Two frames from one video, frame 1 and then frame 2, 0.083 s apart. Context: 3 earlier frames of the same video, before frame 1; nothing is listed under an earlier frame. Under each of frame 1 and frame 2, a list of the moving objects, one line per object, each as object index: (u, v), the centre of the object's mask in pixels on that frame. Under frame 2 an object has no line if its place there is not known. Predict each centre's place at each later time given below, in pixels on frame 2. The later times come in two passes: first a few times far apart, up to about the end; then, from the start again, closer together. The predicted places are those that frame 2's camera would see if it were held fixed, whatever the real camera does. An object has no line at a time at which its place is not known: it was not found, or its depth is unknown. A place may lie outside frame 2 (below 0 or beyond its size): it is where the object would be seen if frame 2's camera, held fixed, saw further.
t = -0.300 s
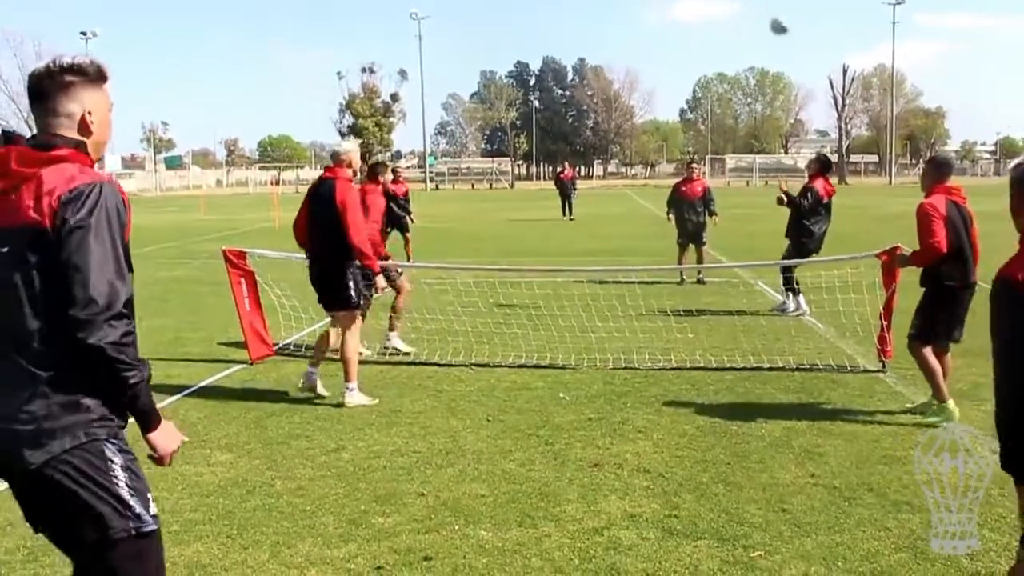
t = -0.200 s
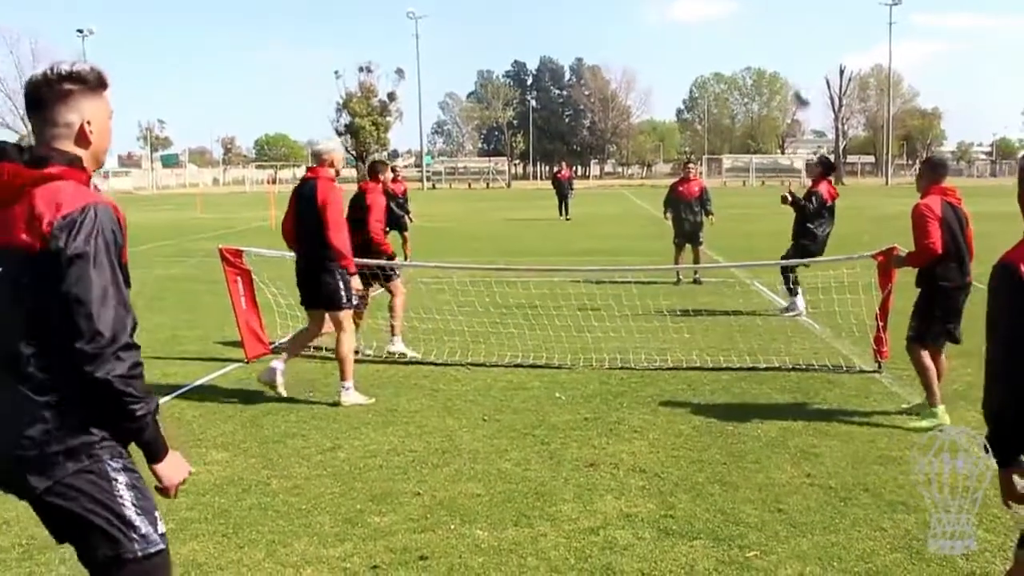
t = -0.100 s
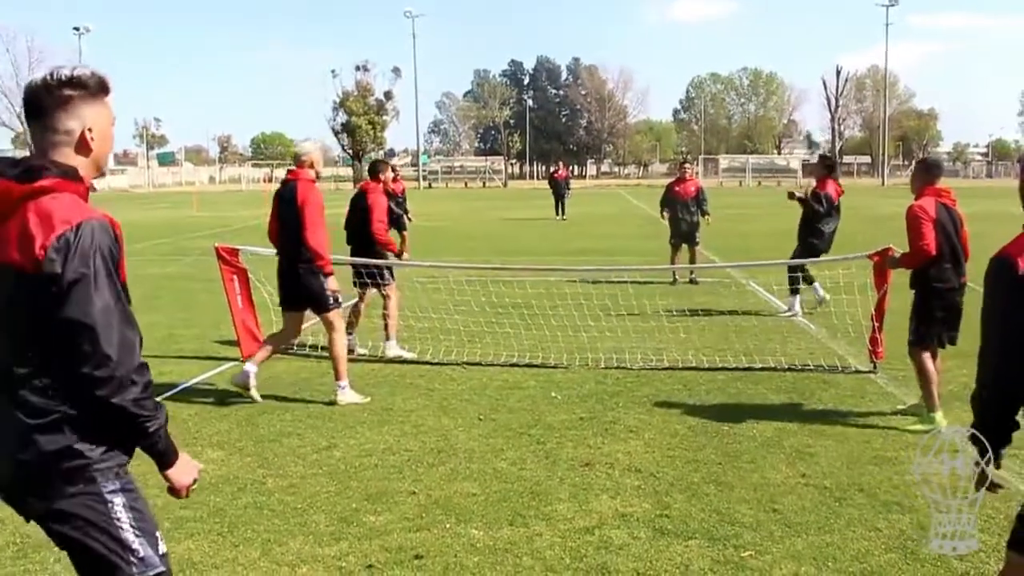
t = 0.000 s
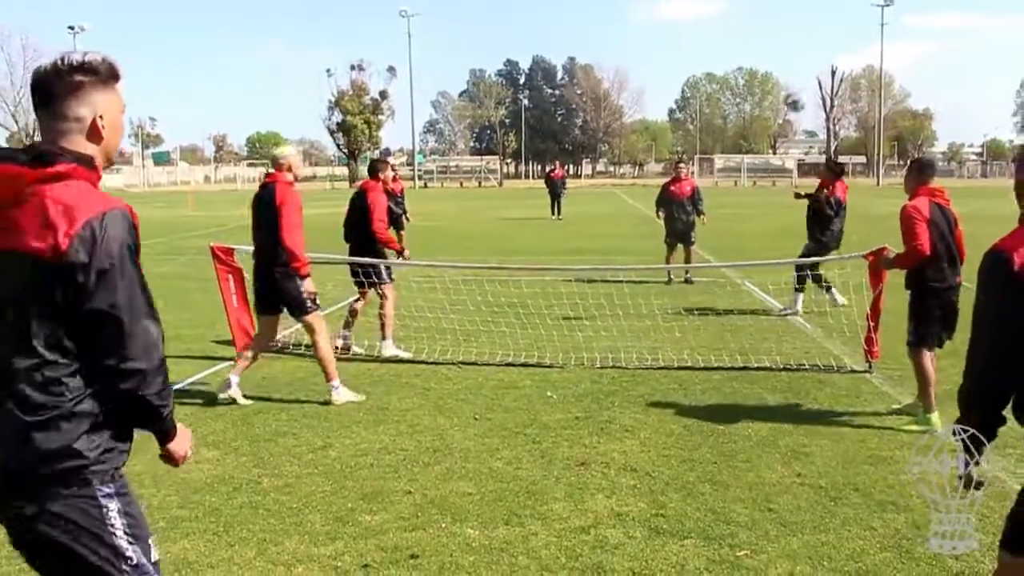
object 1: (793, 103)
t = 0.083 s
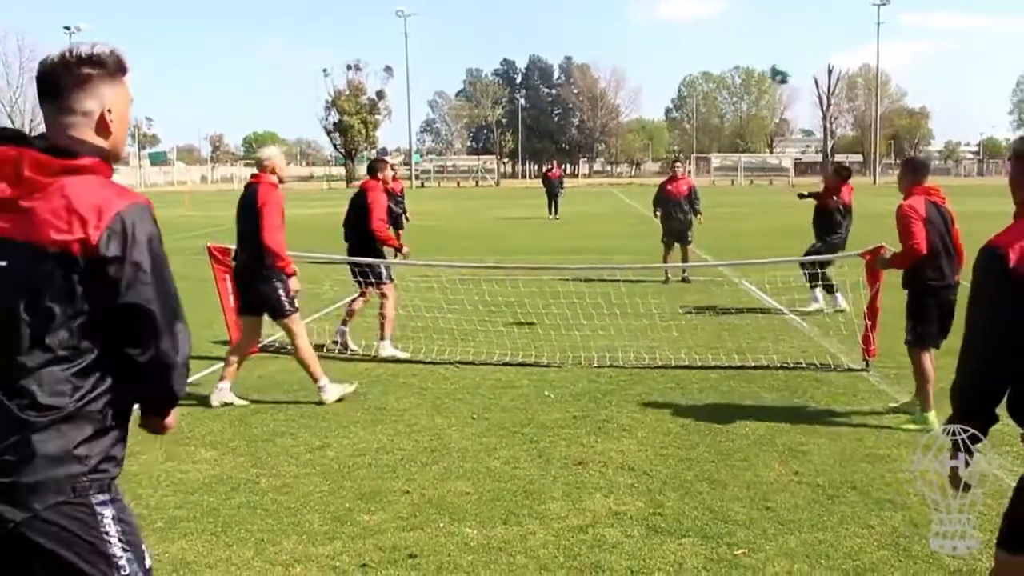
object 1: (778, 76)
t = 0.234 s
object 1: (757, 41)
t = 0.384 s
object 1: (734, 34)
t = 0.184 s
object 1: (765, 50)
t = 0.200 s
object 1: (763, 47)
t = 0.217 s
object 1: (759, 44)
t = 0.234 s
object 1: (757, 41)
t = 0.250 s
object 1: (754, 40)
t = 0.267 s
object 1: (752, 38)
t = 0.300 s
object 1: (747, 35)
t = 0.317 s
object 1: (744, 35)
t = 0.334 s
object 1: (741, 34)
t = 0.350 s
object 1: (738, 33)
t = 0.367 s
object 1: (736, 33)
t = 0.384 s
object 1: (734, 34)
